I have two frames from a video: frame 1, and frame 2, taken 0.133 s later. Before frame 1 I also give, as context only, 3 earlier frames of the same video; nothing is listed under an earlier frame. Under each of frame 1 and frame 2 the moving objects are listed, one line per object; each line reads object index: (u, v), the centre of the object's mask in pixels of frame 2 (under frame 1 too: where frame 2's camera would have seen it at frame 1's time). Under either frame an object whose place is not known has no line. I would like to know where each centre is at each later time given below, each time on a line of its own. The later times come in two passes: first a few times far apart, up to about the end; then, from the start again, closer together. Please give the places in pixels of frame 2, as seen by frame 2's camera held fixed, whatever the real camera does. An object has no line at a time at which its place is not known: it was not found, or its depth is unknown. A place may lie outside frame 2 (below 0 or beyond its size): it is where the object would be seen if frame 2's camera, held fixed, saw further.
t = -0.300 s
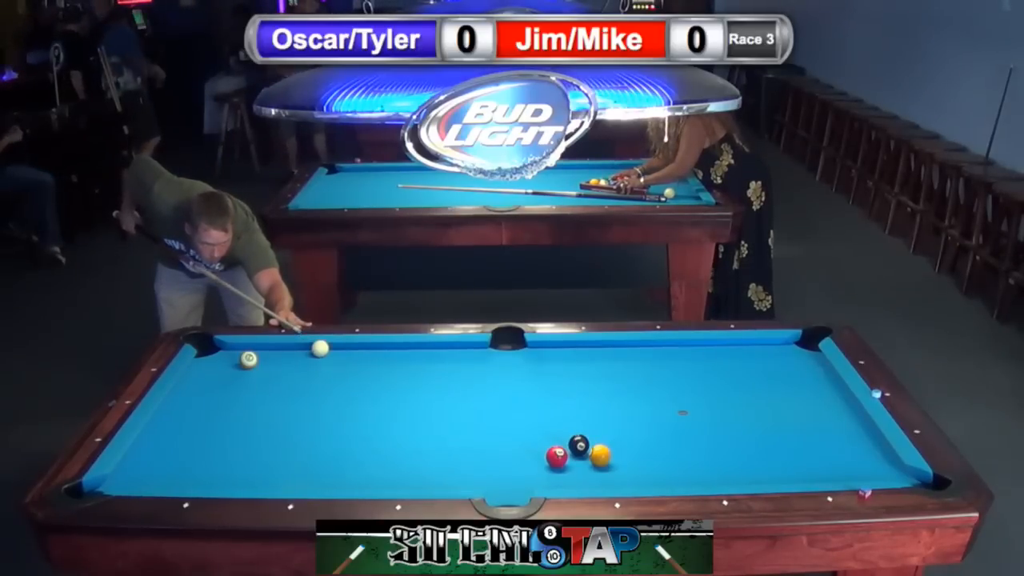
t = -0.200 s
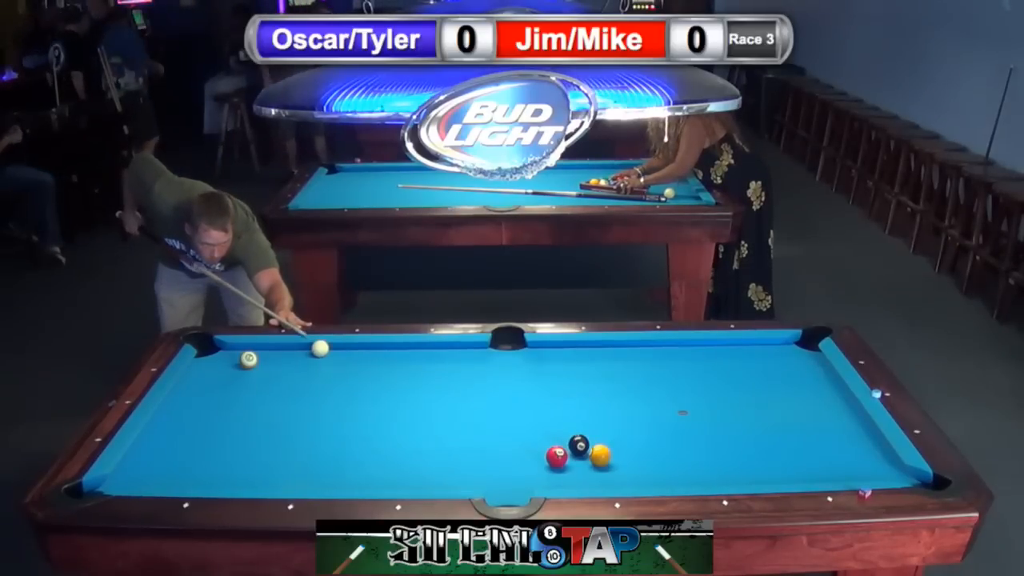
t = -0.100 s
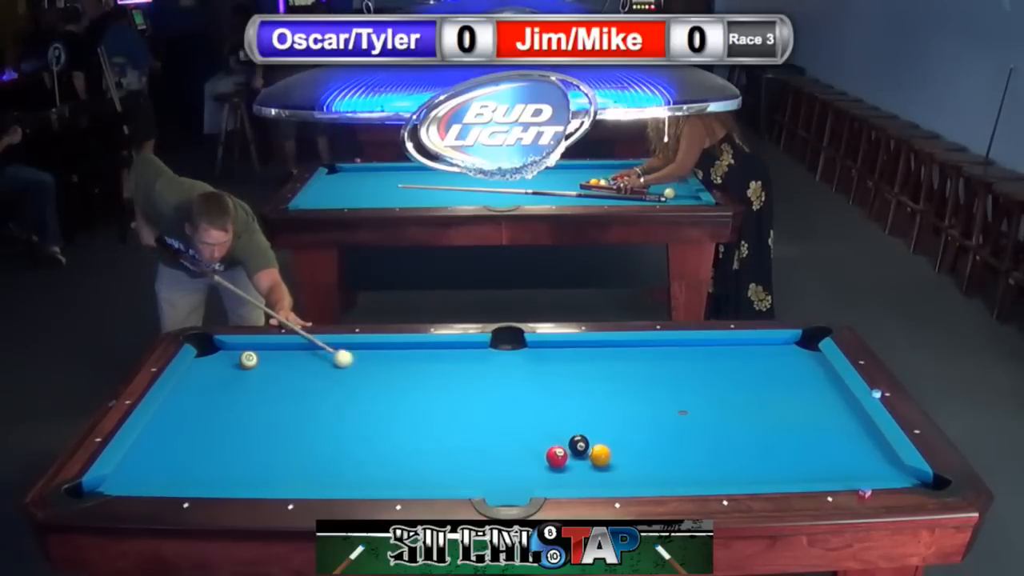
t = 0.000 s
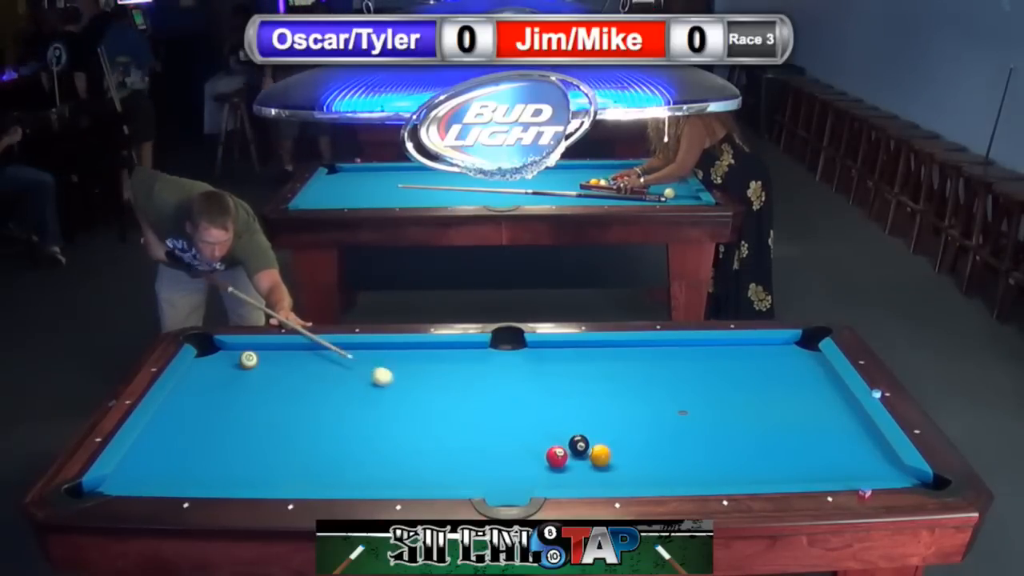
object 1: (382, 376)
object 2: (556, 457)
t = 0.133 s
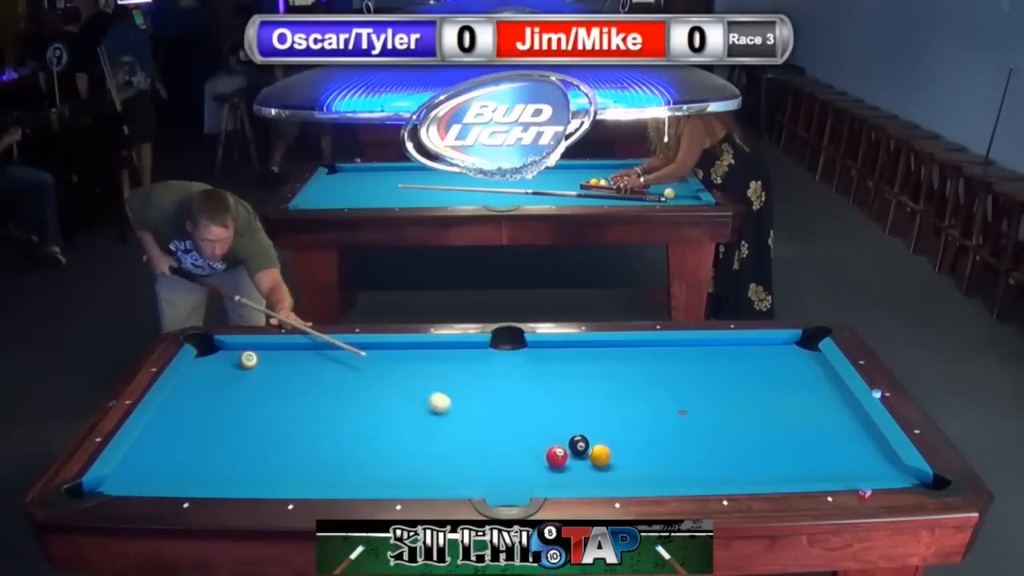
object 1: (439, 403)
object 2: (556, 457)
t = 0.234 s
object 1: (488, 425)
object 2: (556, 457)
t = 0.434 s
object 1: (547, 451)
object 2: (605, 478)
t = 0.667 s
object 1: (580, 463)
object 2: (651, 461)
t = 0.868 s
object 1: (610, 475)
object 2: (677, 438)
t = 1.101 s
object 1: (643, 482)
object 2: (703, 414)
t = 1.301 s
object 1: (658, 477)
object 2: (723, 396)
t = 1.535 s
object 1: (675, 472)
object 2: (744, 377)
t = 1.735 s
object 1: (688, 466)
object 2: (759, 362)
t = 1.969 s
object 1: (701, 460)
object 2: (775, 346)
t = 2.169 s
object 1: (711, 455)
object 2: (786, 347)
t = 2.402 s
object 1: (722, 451)
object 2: (799, 353)
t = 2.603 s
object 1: (730, 447)
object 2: (809, 359)
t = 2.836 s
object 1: (738, 443)
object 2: (819, 365)
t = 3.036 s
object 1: (743, 441)
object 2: (824, 369)
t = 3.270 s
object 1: (749, 438)
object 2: (824, 373)
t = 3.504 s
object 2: (823, 376)
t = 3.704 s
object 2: (823, 379)
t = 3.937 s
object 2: (824, 381)
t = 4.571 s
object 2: (822, 385)
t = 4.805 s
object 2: (822, 385)
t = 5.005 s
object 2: (822, 385)
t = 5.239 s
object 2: (822, 385)
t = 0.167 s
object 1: (455, 410)
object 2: (556, 457)
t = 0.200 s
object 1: (471, 418)
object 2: (556, 457)
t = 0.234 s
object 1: (488, 425)
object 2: (556, 457)
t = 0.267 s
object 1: (505, 433)
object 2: (556, 457)
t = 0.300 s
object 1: (522, 441)
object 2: (557, 457)
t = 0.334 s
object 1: (538, 448)
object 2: (557, 457)
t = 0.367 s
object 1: (543, 449)
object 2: (572, 465)
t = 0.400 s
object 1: (544, 450)
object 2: (589, 473)
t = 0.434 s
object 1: (547, 451)
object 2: (605, 478)
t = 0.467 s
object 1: (551, 453)
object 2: (621, 482)
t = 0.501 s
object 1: (556, 454)
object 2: (627, 480)
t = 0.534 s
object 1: (560, 456)
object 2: (633, 477)
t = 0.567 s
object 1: (565, 458)
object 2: (637, 473)
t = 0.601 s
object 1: (570, 460)
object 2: (642, 469)
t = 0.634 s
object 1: (575, 462)
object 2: (647, 465)
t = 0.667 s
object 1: (580, 463)
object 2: (651, 461)
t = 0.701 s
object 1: (585, 465)
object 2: (656, 457)
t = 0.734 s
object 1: (590, 467)
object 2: (660, 453)
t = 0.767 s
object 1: (596, 469)
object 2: (665, 449)
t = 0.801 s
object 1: (600, 471)
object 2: (669, 445)
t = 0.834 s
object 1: (605, 473)
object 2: (673, 441)
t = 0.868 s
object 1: (610, 475)
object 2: (677, 438)
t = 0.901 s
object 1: (615, 476)
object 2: (681, 434)
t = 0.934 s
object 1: (620, 477)
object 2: (685, 431)
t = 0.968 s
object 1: (625, 478)
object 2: (688, 427)
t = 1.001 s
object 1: (630, 479)
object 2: (692, 424)
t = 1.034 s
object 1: (635, 480)
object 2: (696, 421)
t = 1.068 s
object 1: (640, 482)
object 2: (700, 417)
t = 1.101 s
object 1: (643, 482)
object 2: (703, 414)
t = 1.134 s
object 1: (646, 480)
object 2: (707, 411)
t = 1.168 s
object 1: (648, 479)
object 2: (710, 408)
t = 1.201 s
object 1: (651, 479)
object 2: (713, 405)
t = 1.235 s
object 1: (654, 478)
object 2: (717, 402)
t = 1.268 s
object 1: (656, 477)
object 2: (720, 399)
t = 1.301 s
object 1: (658, 477)
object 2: (723, 396)
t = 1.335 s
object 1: (661, 476)
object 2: (727, 393)
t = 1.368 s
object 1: (663, 476)
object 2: (729, 390)
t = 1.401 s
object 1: (666, 475)
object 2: (732, 388)
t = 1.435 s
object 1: (668, 475)
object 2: (736, 385)
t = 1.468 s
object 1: (671, 474)
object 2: (738, 382)
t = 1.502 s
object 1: (673, 473)
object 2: (741, 379)
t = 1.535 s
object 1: (675, 472)
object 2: (744, 377)
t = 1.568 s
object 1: (677, 471)
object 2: (746, 374)
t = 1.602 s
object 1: (679, 470)
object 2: (749, 372)
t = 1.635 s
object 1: (682, 469)
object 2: (752, 369)
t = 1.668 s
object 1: (684, 468)
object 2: (755, 367)
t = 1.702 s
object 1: (686, 467)
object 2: (757, 364)
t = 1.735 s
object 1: (688, 466)
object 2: (759, 362)
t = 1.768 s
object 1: (690, 465)
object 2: (762, 360)
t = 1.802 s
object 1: (692, 464)
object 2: (764, 357)
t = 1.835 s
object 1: (693, 463)
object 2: (767, 355)
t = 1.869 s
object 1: (696, 462)
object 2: (769, 353)
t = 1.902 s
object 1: (697, 462)
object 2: (771, 351)
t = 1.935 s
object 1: (699, 461)
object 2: (773, 348)
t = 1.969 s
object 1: (701, 460)
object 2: (775, 346)
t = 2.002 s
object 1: (703, 459)
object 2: (778, 344)
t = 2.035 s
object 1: (704, 458)
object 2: (780, 342)
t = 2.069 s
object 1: (706, 458)
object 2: (782, 343)
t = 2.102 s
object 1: (708, 457)
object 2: (784, 344)
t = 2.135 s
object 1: (709, 456)
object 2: (785, 346)
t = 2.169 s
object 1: (711, 455)
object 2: (786, 347)
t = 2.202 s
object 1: (713, 455)
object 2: (788, 348)
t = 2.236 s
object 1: (714, 454)
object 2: (790, 348)
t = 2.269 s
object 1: (716, 453)
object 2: (792, 349)
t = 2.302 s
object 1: (717, 453)
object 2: (794, 351)
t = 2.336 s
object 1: (719, 452)
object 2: (796, 351)
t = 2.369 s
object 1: (720, 451)
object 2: (797, 352)
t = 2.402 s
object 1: (722, 451)
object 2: (799, 353)
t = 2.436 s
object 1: (723, 450)
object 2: (801, 354)
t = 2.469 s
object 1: (724, 449)
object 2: (803, 355)
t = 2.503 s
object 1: (726, 449)
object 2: (804, 356)
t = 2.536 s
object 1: (727, 448)
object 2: (806, 357)
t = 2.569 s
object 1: (728, 448)
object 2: (808, 358)
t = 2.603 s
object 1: (730, 447)
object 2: (809, 359)
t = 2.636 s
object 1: (731, 447)
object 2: (811, 360)
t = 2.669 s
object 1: (732, 446)
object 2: (812, 360)
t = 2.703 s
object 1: (733, 446)
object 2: (814, 361)
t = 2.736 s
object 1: (734, 445)
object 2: (815, 362)
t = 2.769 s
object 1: (735, 444)
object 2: (817, 363)
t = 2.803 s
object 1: (737, 444)
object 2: (818, 364)
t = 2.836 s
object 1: (738, 443)
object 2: (819, 365)
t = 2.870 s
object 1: (739, 443)
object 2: (821, 366)
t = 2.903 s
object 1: (740, 443)
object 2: (822, 367)
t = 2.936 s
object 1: (741, 442)
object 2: (823, 367)
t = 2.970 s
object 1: (742, 442)
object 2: (824, 368)
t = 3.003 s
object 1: (743, 441)
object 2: (824, 369)
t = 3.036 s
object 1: (743, 441)
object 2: (824, 369)
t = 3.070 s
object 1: (744, 441)
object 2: (824, 370)
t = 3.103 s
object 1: (745, 440)
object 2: (825, 370)
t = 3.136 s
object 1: (746, 440)
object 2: (824, 371)
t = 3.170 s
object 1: (747, 439)
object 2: (824, 371)
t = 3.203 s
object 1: (748, 439)
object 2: (824, 372)
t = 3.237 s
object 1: (749, 439)
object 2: (824, 372)
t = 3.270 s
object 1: (749, 438)
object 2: (824, 373)
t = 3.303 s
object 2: (824, 373)
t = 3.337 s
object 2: (824, 374)
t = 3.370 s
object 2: (824, 374)
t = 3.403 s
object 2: (823, 375)
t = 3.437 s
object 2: (823, 375)
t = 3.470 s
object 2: (823, 376)
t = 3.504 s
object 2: (823, 376)
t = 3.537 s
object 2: (823, 376)
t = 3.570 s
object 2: (823, 377)
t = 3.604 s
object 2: (823, 377)
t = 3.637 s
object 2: (822, 378)
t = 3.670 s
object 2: (822, 378)
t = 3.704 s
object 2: (823, 379)
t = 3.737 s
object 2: (823, 379)
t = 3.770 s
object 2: (822, 379)
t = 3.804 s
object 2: (822, 380)
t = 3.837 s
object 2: (820, 380)
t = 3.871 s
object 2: (822, 380)
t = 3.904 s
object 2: (822, 381)
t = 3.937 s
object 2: (824, 381)
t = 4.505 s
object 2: (818, 382)
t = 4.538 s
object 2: (821, 384)
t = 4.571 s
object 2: (822, 385)
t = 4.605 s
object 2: (822, 385)
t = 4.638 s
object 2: (822, 385)
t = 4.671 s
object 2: (822, 385)
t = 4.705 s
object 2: (822, 385)
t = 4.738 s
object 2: (822, 385)
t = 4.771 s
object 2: (822, 385)
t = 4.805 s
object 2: (822, 385)
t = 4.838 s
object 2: (822, 385)
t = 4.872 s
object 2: (822, 385)
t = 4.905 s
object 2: (822, 385)
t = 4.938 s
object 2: (822, 385)
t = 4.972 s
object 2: (822, 385)
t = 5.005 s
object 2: (822, 385)
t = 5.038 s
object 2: (822, 385)
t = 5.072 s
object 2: (822, 385)
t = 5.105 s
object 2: (822, 385)
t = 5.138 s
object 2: (822, 385)
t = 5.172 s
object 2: (822, 385)
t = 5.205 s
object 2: (822, 385)
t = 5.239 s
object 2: (822, 385)
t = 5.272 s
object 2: (822, 385)
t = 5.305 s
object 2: (822, 385)
